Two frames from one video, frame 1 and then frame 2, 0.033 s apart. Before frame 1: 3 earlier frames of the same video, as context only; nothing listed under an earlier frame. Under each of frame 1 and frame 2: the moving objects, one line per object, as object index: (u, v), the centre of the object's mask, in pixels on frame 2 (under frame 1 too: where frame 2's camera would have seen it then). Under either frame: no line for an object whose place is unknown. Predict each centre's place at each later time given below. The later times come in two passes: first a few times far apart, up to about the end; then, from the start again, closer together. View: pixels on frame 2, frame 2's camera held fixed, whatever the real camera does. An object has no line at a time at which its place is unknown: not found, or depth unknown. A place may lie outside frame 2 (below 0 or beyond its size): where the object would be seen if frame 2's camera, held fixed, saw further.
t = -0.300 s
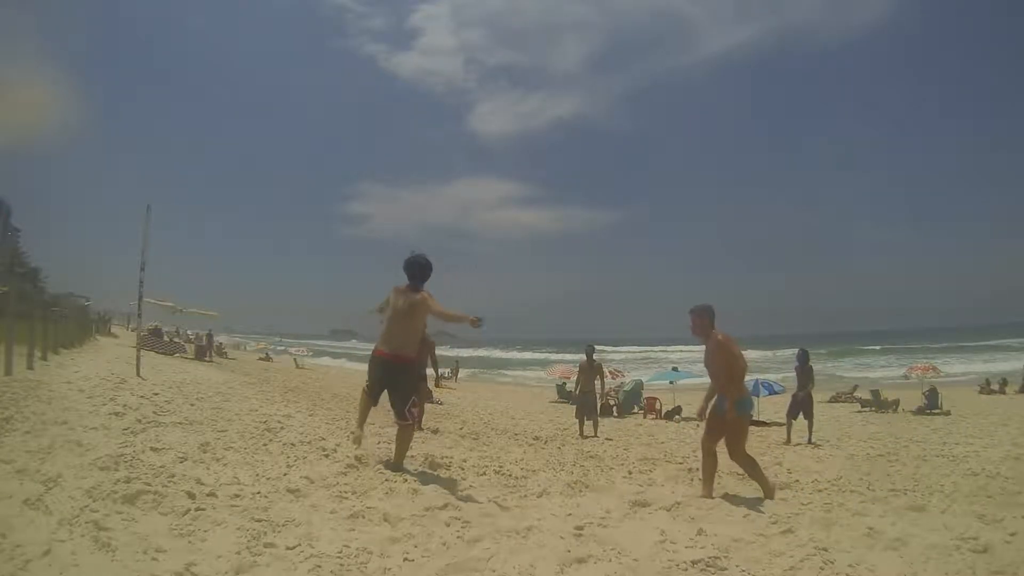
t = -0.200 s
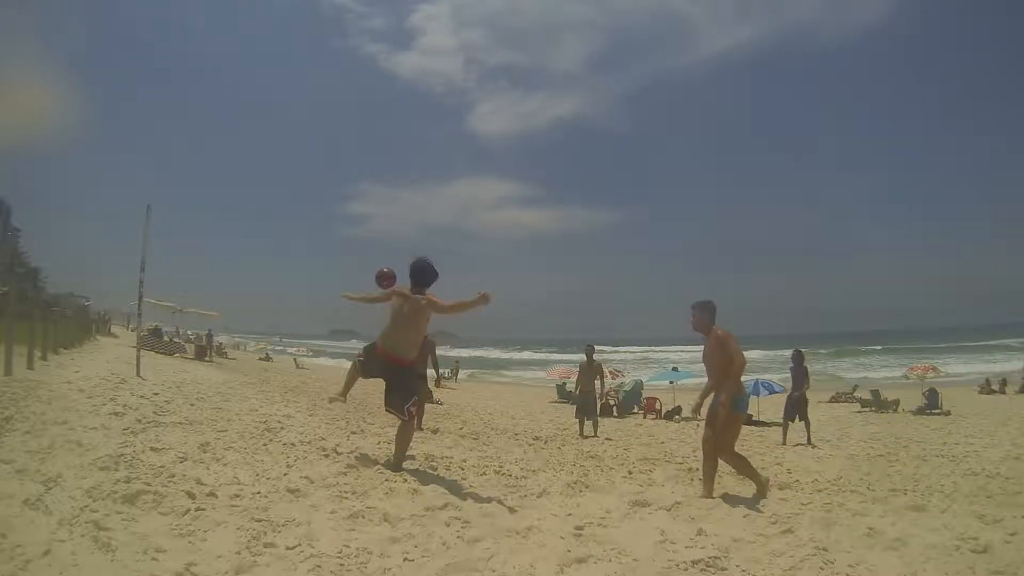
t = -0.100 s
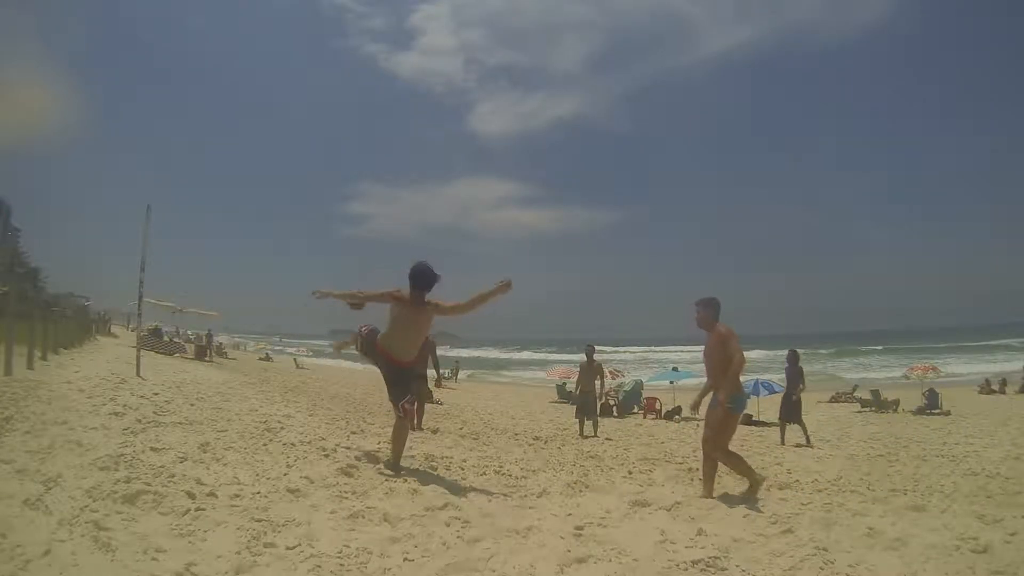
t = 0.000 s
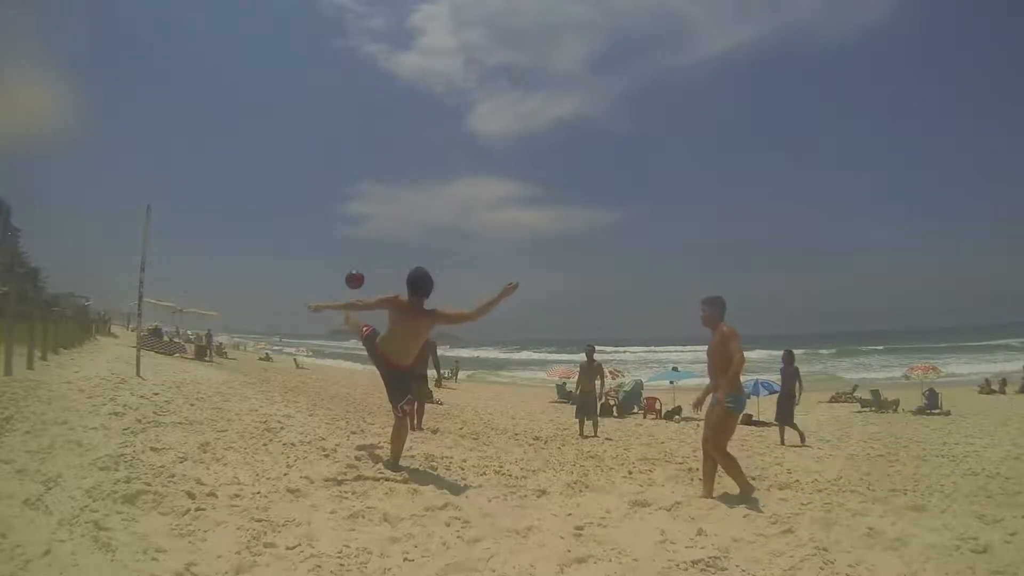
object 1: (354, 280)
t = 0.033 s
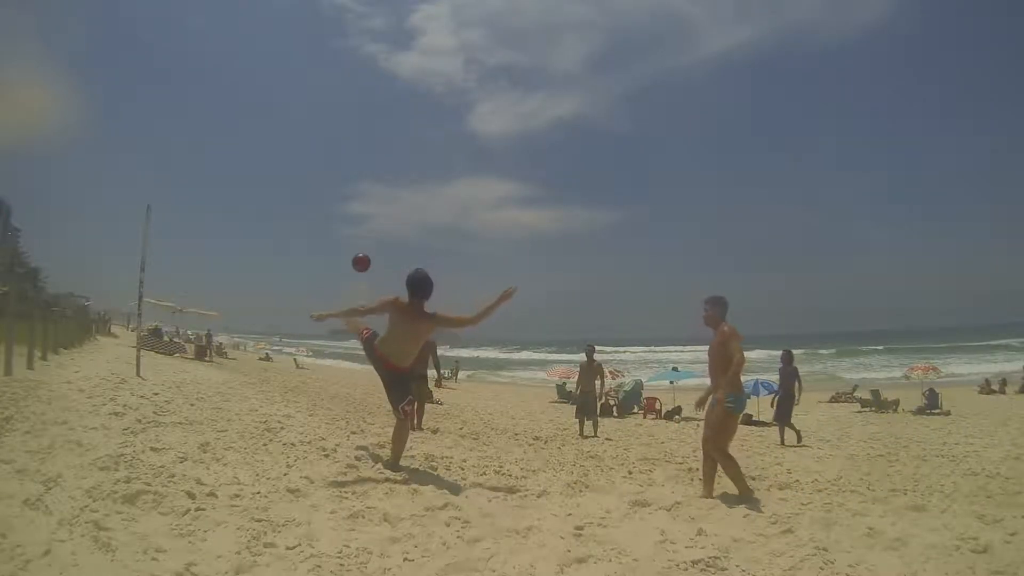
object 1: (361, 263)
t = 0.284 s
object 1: (400, 187)
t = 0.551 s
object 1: (427, 172)
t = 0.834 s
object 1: (446, 202)
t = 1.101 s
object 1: (459, 266)
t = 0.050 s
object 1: (364, 255)
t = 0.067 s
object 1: (367, 248)
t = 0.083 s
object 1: (370, 241)
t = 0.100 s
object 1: (373, 235)
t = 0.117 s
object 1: (376, 229)
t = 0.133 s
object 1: (378, 223)
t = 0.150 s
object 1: (381, 218)
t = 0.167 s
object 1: (383, 213)
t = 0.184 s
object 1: (386, 208)
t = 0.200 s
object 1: (389, 204)
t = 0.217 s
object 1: (391, 200)
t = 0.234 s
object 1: (393, 196)
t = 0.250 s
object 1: (396, 193)
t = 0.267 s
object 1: (398, 190)
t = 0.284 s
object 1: (400, 187)
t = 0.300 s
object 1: (402, 184)
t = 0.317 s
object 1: (404, 182)
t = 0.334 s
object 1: (406, 180)
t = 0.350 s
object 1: (408, 178)
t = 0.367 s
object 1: (410, 177)
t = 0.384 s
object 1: (411, 175)
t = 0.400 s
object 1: (413, 174)
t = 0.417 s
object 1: (415, 173)
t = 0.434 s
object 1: (417, 172)
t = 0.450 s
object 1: (418, 172)
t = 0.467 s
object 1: (420, 171)
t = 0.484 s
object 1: (421, 171)
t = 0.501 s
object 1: (423, 171)
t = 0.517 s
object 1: (425, 171)
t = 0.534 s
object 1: (426, 171)
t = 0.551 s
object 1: (427, 172)
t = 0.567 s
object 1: (428, 172)
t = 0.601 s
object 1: (431, 174)
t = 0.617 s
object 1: (432, 175)
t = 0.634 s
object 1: (433, 176)
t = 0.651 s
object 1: (434, 177)
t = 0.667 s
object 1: (435, 179)
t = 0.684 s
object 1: (437, 180)
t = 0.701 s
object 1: (438, 182)
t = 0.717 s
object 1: (439, 184)
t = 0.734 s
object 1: (440, 186)
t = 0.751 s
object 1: (441, 189)
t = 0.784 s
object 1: (443, 194)
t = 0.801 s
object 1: (444, 197)
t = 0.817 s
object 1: (445, 199)
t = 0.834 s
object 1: (446, 202)
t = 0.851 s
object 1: (447, 205)
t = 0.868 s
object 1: (448, 208)
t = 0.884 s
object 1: (448, 211)
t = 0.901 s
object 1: (449, 215)
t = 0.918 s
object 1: (450, 218)
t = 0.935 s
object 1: (451, 222)
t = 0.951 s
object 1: (452, 226)
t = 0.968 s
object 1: (453, 230)
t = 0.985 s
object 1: (453, 234)
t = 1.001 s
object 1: (454, 238)
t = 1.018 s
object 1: (455, 243)
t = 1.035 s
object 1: (456, 247)
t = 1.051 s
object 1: (457, 252)
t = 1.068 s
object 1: (457, 256)
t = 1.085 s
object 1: (458, 261)
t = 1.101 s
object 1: (459, 266)
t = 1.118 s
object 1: (460, 271)
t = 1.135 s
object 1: (460, 276)
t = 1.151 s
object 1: (461, 281)
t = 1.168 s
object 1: (461, 287)
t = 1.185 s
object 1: (462, 292)
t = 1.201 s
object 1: (463, 298)
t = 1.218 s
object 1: (464, 303)
